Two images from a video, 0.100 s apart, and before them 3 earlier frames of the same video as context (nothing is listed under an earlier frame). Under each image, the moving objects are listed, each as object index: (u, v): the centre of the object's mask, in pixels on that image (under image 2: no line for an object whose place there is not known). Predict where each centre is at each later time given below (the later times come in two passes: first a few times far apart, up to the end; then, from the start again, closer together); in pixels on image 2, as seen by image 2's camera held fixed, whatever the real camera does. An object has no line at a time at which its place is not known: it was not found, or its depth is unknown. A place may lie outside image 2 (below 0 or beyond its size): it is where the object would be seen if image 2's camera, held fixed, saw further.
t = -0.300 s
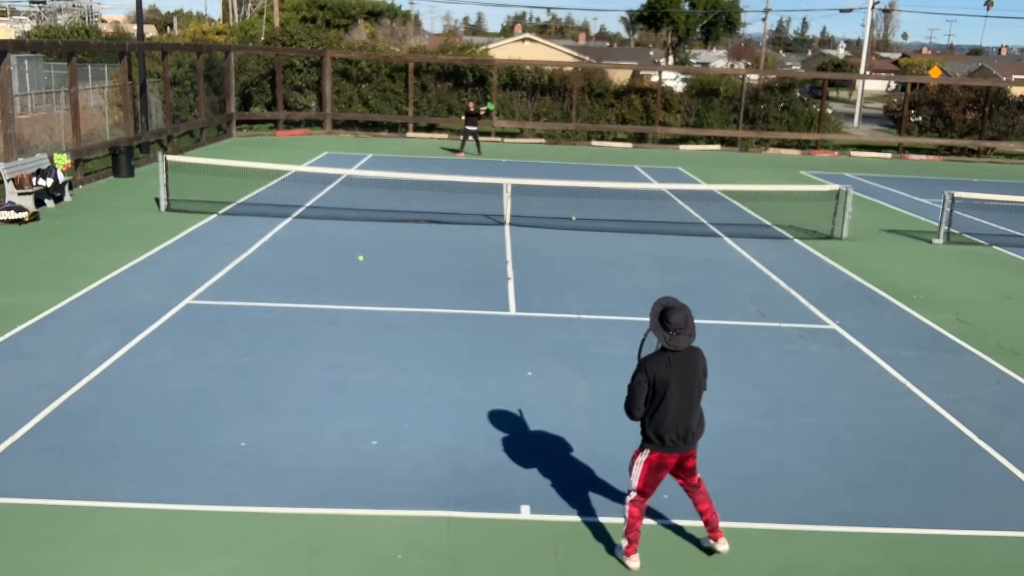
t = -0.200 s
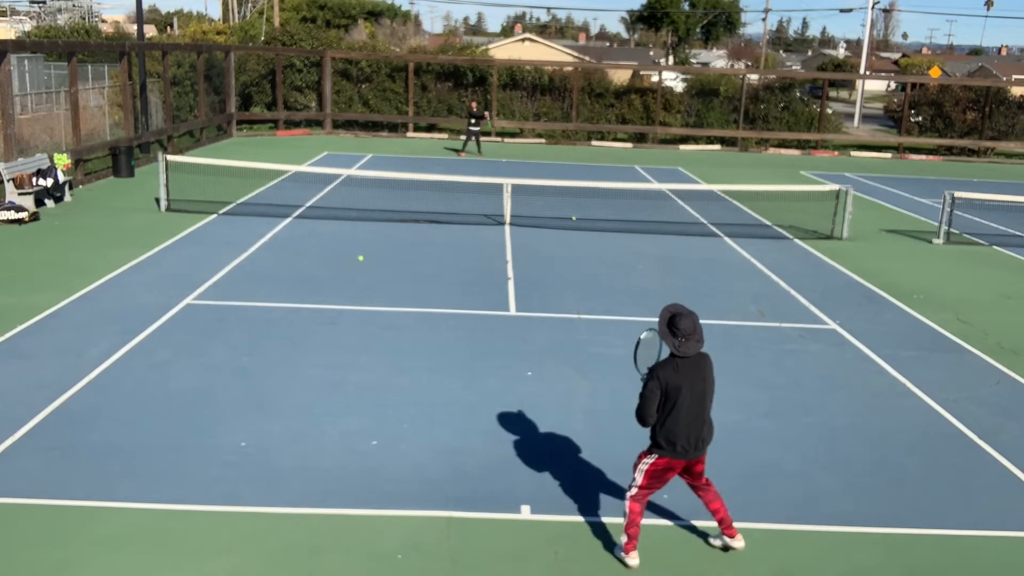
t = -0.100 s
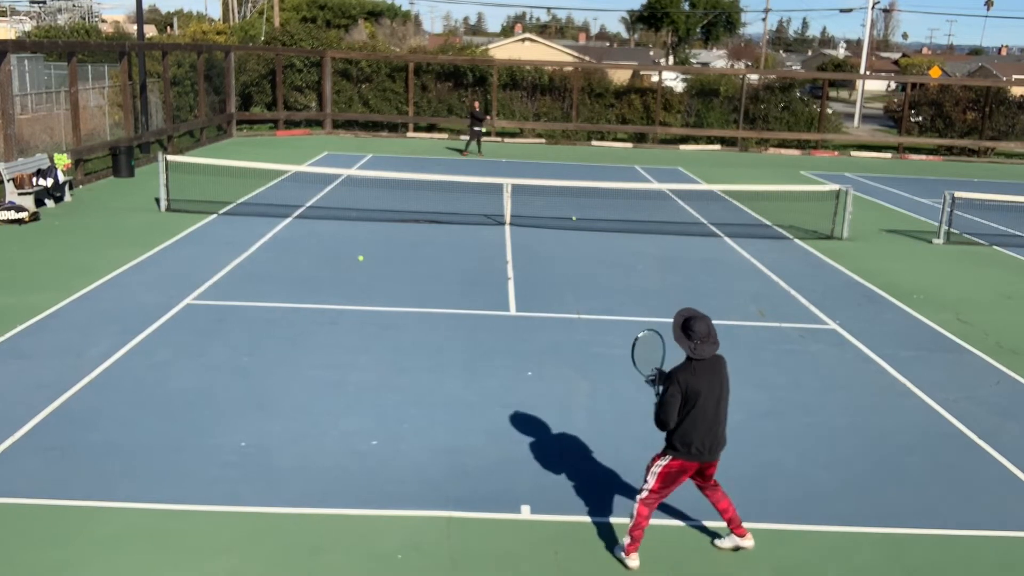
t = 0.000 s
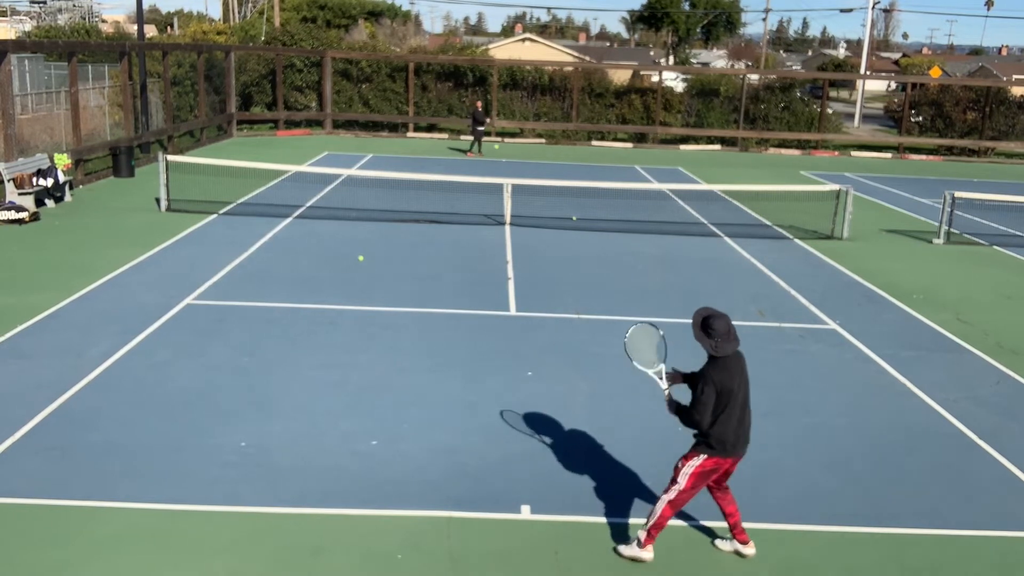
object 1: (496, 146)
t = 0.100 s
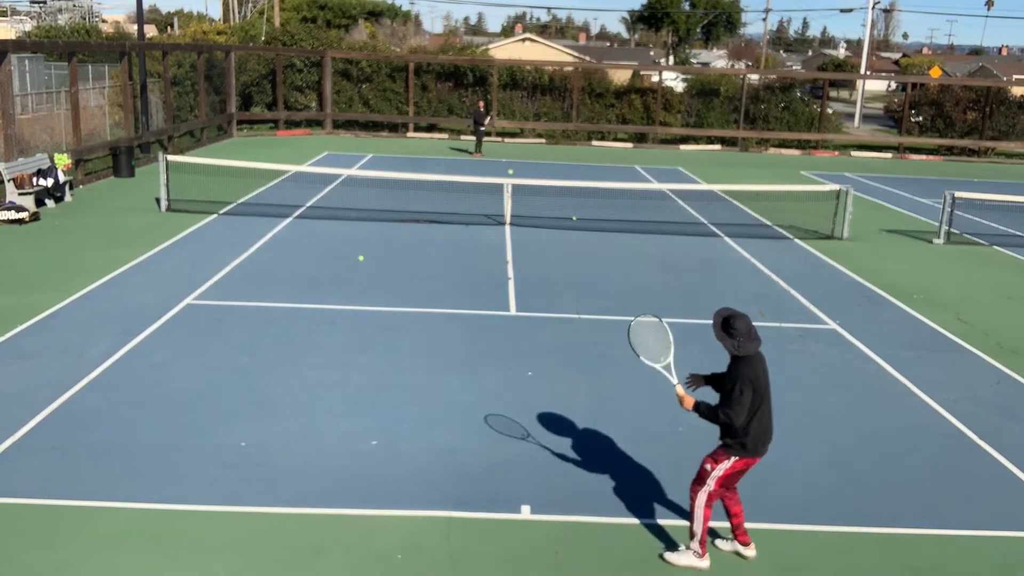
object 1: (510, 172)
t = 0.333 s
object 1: (554, 282)
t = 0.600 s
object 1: (617, 323)
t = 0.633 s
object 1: (626, 326)
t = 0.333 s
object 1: (554, 282)
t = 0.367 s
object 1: (561, 305)
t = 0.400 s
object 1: (570, 332)
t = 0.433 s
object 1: (577, 328)
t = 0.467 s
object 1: (584, 324)
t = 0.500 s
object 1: (592, 322)
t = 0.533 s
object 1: (599, 322)
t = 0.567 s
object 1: (608, 322)
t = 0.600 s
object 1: (617, 323)
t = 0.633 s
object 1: (626, 326)
